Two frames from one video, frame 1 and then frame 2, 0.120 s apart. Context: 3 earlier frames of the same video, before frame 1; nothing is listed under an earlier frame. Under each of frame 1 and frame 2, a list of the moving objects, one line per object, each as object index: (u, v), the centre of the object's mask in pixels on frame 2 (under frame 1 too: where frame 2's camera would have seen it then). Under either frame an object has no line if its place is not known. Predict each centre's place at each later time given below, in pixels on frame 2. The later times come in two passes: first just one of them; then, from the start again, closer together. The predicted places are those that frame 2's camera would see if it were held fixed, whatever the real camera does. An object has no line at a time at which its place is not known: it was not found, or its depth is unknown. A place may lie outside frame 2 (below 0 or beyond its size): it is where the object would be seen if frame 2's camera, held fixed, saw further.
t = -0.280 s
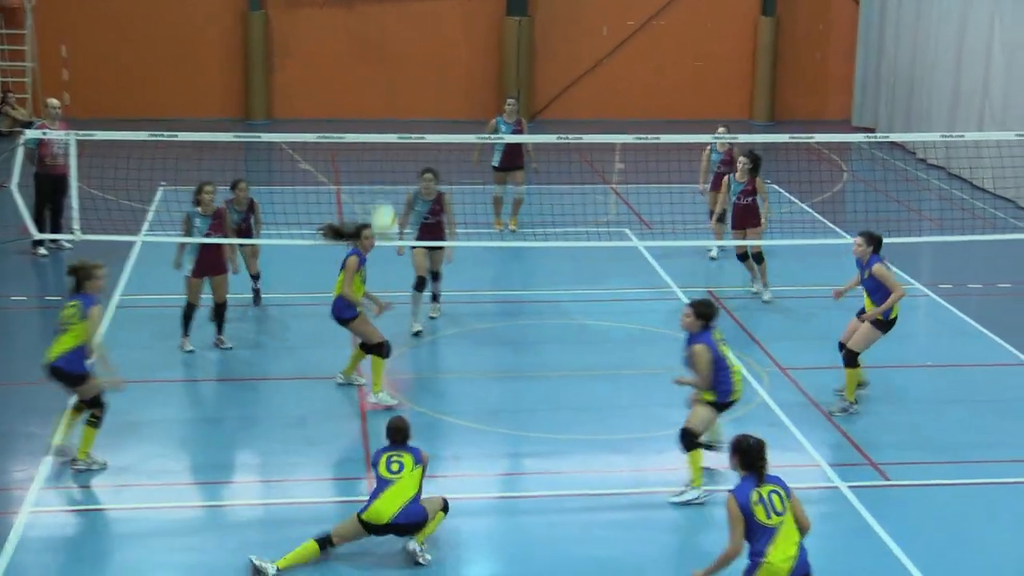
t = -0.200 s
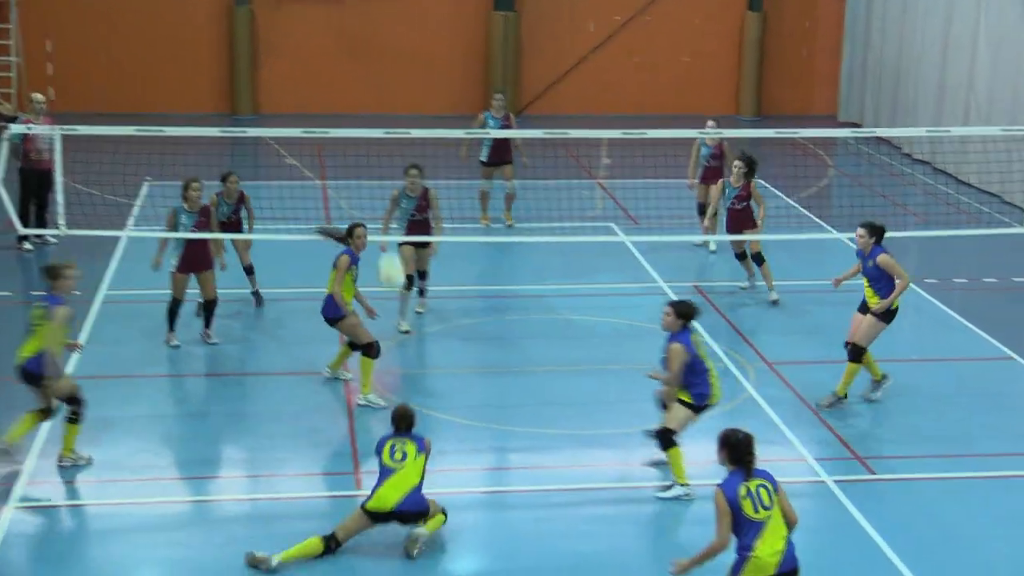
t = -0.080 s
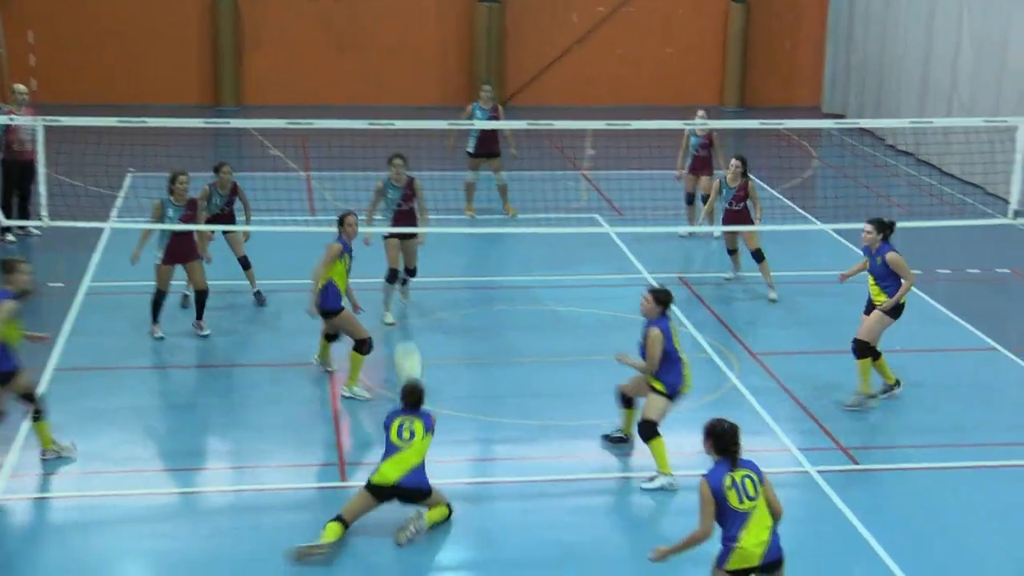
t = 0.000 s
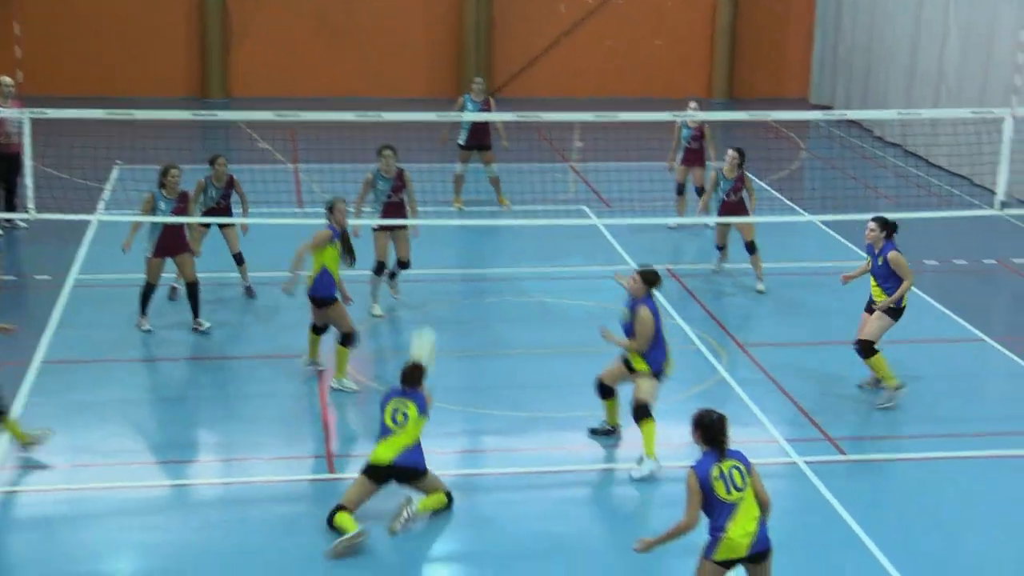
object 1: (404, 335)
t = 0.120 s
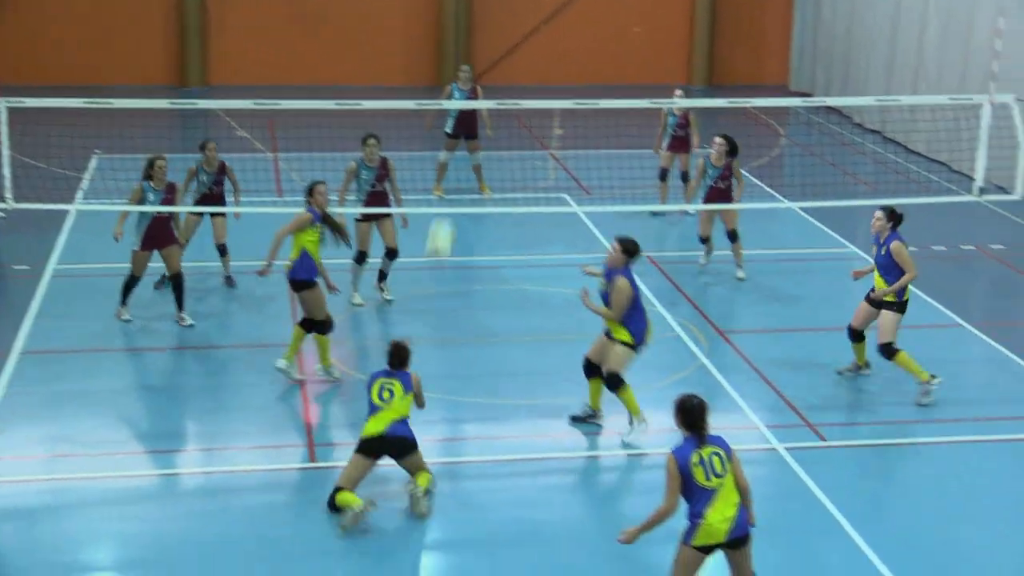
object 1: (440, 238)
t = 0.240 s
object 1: (476, 158)
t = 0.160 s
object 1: (453, 210)
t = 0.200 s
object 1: (464, 181)
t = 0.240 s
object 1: (476, 158)
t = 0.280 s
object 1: (488, 136)
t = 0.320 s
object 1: (499, 120)
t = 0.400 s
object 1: (522, 84)
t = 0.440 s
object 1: (534, 72)
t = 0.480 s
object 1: (547, 60)
